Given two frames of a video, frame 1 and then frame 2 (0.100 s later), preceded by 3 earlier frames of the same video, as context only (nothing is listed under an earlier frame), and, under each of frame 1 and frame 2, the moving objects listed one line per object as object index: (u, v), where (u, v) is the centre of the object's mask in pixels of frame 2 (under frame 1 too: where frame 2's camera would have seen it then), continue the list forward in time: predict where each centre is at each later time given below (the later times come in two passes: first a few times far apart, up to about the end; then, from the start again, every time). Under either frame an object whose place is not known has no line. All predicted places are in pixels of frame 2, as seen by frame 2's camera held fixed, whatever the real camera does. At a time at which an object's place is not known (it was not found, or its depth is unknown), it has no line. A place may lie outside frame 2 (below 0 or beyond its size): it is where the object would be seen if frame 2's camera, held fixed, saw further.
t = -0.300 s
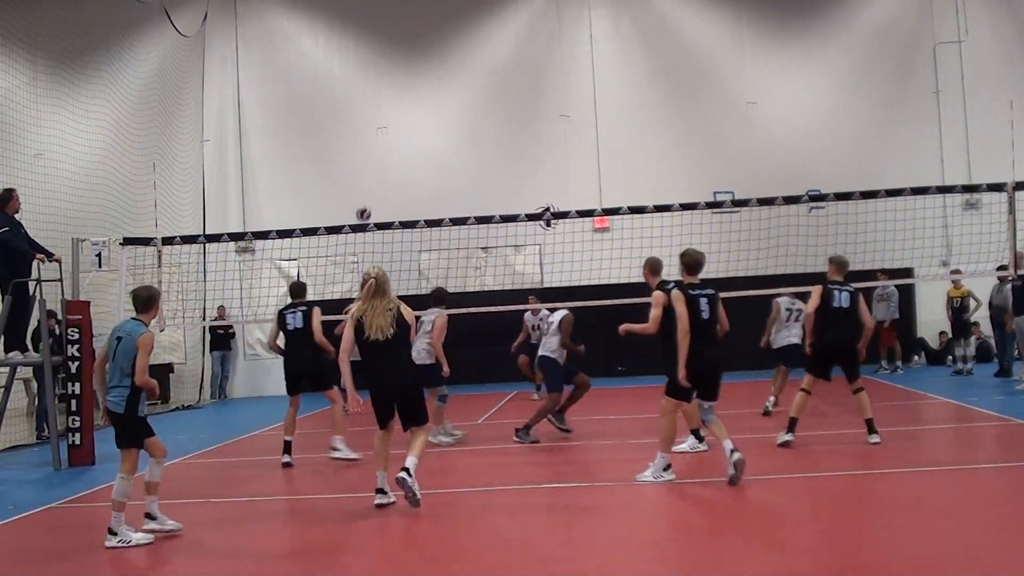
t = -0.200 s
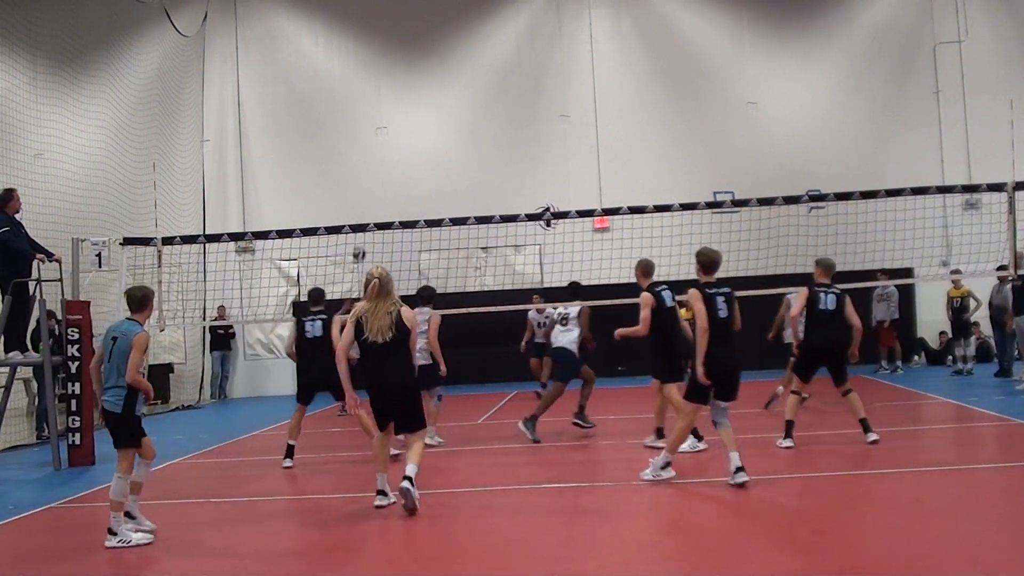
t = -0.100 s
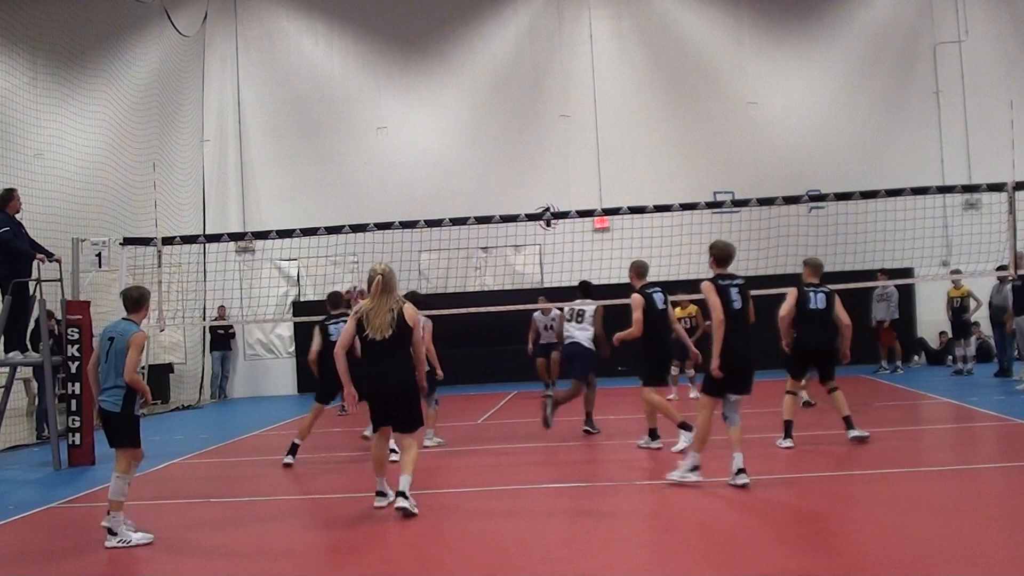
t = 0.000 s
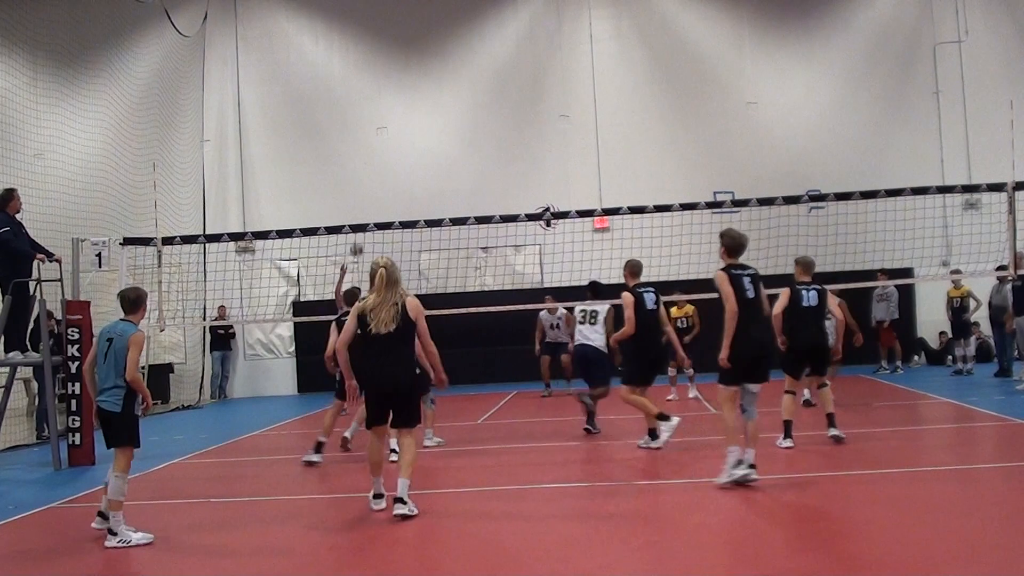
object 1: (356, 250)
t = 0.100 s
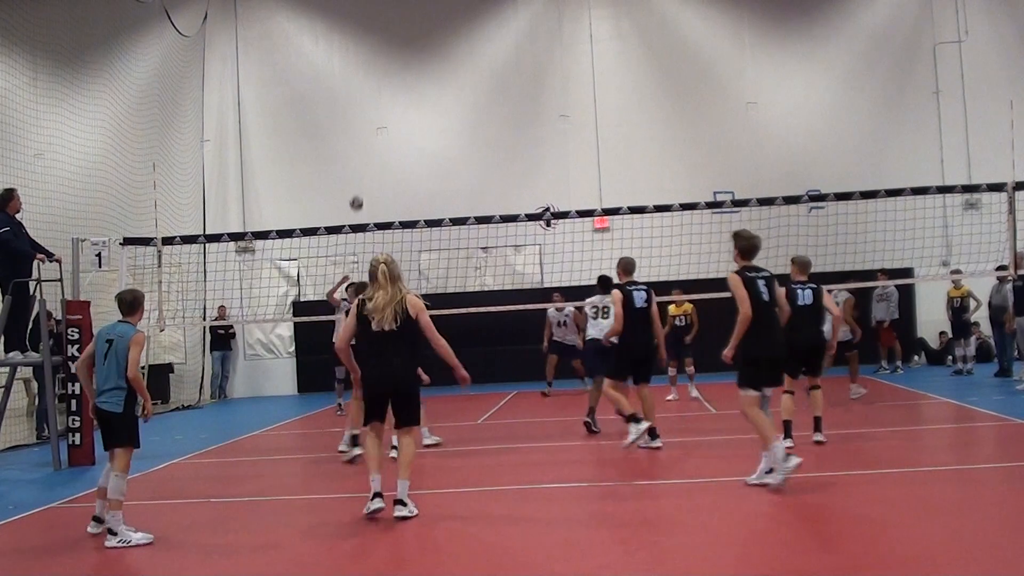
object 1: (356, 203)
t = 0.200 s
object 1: (357, 165)
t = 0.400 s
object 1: (358, 105)
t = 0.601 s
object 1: (361, 72)
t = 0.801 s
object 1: (365, 68)
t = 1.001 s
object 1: (371, 93)
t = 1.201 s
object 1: (379, 150)
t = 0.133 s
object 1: (357, 190)
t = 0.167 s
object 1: (357, 177)
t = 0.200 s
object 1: (357, 165)
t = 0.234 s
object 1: (357, 153)
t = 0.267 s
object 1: (357, 142)
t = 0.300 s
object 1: (358, 131)
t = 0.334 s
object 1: (358, 122)
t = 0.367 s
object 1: (358, 113)
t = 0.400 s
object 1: (358, 105)
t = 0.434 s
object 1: (359, 98)
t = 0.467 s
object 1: (360, 91)
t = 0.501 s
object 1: (360, 85)
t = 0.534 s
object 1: (360, 80)
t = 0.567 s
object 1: (361, 76)
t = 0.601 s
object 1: (361, 72)
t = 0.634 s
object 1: (362, 70)
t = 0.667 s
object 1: (363, 68)
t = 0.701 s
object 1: (363, 67)
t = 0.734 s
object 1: (364, 67)
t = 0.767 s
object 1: (365, 67)
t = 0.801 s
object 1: (365, 68)
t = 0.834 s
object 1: (366, 70)
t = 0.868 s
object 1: (367, 73)
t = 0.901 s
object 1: (368, 77)
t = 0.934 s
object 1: (369, 81)
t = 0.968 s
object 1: (370, 87)
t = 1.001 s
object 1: (371, 93)
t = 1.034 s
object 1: (372, 100)
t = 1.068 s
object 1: (374, 109)
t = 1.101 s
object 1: (375, 118)
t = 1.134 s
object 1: (376, 127)
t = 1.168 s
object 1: (378, 138)
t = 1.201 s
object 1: (379, 150)
